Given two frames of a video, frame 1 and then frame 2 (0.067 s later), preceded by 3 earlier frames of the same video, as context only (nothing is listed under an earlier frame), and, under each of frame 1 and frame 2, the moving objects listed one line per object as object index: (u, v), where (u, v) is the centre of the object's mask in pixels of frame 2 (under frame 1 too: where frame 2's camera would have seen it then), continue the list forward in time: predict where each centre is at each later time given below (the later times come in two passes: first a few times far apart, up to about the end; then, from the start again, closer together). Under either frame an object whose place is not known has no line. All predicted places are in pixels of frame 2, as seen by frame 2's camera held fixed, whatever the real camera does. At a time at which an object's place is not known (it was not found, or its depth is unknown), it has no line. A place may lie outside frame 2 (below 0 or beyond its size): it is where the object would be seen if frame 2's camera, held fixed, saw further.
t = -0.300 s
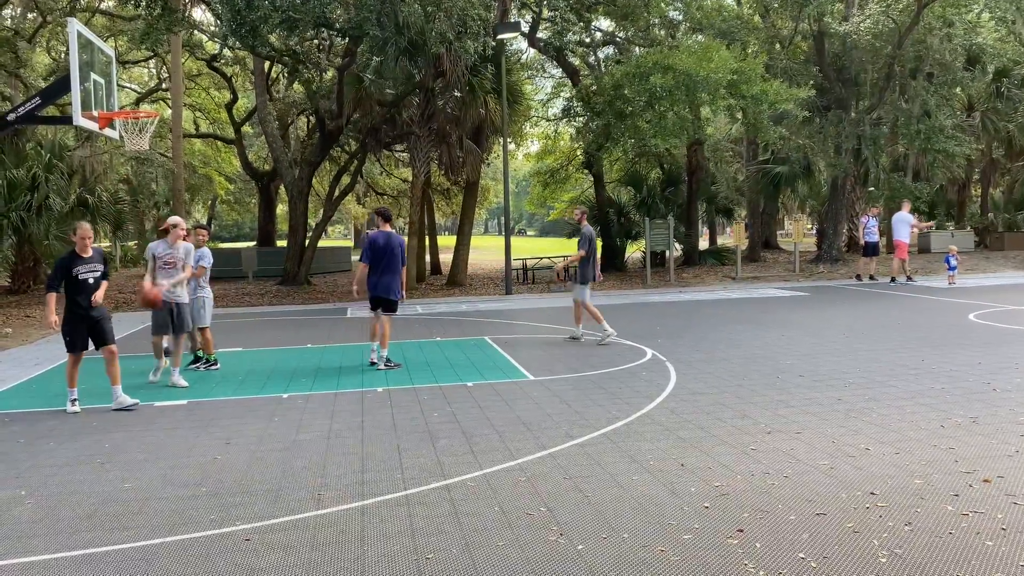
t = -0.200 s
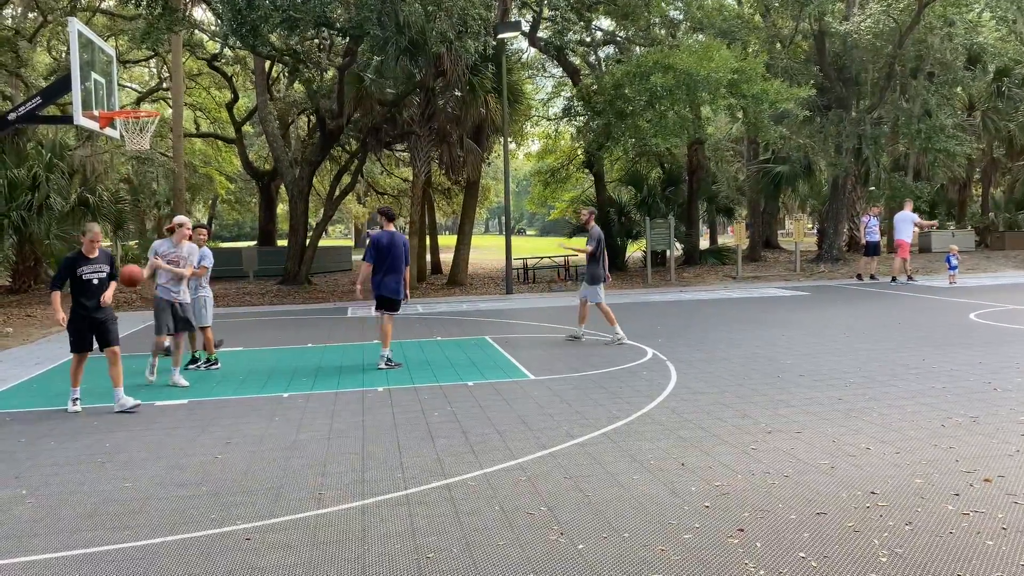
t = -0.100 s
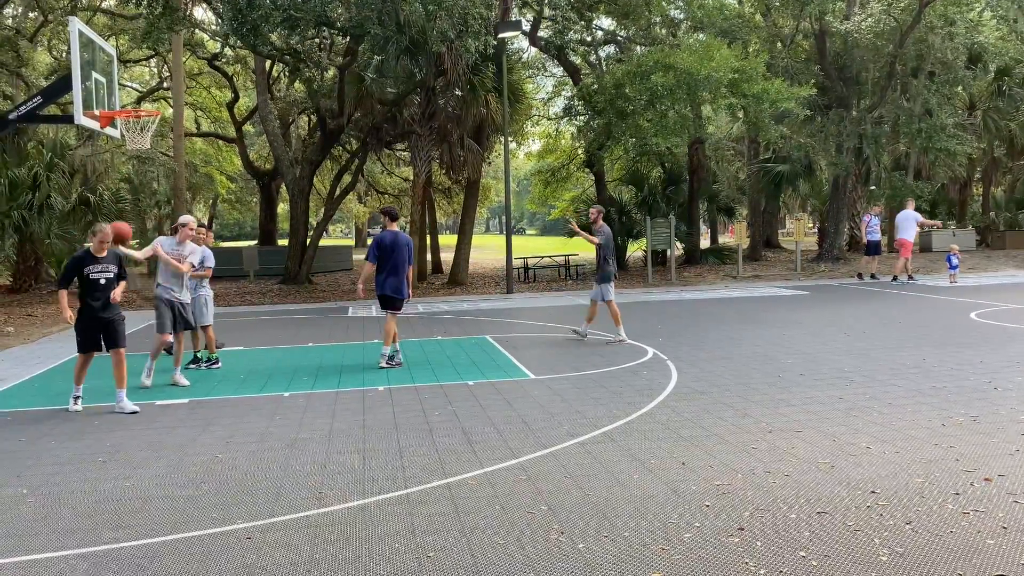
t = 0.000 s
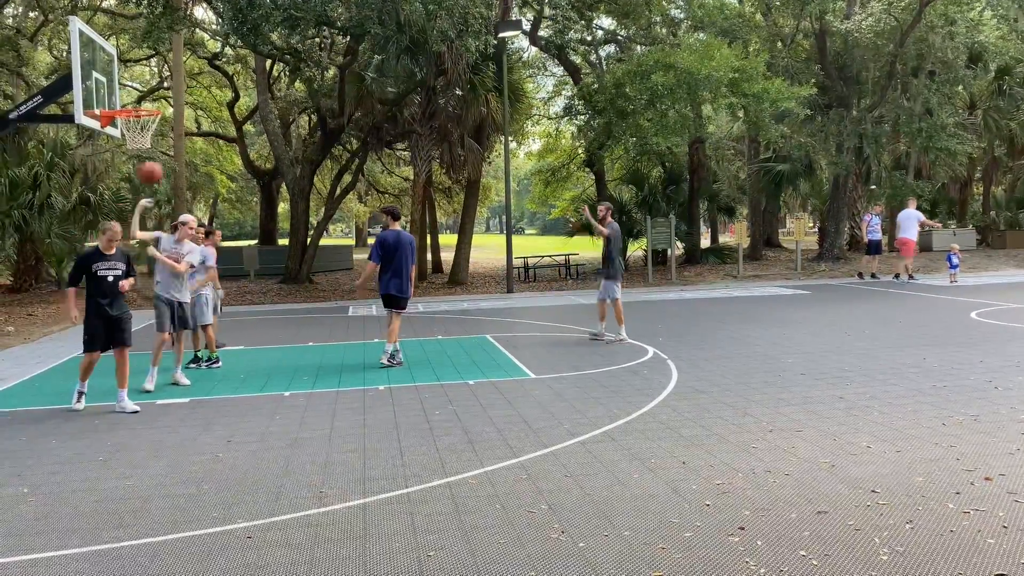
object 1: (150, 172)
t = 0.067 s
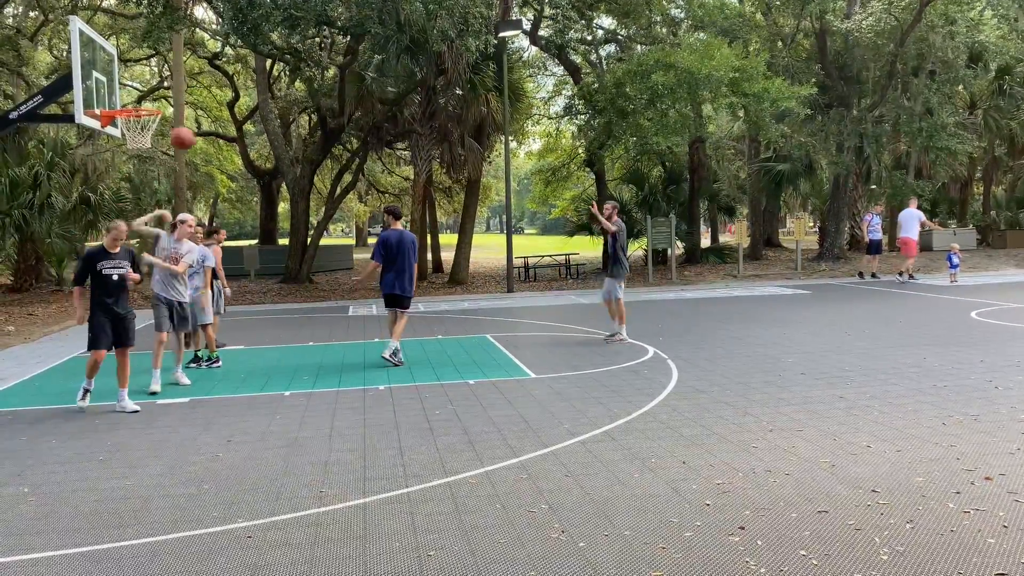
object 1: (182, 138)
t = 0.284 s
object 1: (278, 62)
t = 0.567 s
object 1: (391, 34)
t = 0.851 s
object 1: (492, 73)
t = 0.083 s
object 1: (190, 131)
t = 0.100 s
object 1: (197, 123)
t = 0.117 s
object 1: (204, 116)
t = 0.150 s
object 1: (219, 104)
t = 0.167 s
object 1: (227, 97)
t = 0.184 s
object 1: (234, 92)
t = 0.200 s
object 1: (241, 85)
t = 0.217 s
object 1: (249, 80)
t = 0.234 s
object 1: (257, 75)
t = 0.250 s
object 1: (264, 69)
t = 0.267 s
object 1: (271, 67)
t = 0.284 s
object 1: (278, 62)
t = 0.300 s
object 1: (285, 58)
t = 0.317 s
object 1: (292, 54)
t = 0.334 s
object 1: (299, 51)
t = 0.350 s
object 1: (306, 49)
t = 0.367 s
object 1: (312, 46)
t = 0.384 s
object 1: (319, 43)
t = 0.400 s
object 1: (326, 42)
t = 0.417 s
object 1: (331, 40)
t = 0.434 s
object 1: (339, 37)
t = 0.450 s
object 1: (345, 36)
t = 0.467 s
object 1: (353, 35)
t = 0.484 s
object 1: (359, 34)
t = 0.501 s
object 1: (365, 34)
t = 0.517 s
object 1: (372, 34)
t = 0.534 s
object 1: (378, 34)
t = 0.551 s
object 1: (385, 34)
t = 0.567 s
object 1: (391, 34)
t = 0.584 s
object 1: (397, 35)
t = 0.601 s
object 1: (403, 36)
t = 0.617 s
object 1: (409, 37)
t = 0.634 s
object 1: (415, 38)
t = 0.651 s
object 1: (422, 39)
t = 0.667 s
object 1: (428, 41)
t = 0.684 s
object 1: (433, 43)
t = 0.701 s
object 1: (440, 45)
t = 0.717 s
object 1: (445, 46)
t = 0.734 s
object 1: (452, 49)
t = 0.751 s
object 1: (458, 52)
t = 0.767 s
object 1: (463, 54)
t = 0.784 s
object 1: (471, 59)
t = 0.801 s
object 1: (475, 62)
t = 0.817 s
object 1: (480, 64)
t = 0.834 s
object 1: (487, 69)
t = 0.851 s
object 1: (492, 73)
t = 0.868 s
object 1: (497, 78)
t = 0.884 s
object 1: (503, 81)
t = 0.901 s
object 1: (508, 87)
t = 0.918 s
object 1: (514, 90)
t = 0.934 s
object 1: (519, 95)
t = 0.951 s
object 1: (525, 103)
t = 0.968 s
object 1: (529, 106)
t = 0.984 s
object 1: (534, 113)
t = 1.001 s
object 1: (540, 118)
